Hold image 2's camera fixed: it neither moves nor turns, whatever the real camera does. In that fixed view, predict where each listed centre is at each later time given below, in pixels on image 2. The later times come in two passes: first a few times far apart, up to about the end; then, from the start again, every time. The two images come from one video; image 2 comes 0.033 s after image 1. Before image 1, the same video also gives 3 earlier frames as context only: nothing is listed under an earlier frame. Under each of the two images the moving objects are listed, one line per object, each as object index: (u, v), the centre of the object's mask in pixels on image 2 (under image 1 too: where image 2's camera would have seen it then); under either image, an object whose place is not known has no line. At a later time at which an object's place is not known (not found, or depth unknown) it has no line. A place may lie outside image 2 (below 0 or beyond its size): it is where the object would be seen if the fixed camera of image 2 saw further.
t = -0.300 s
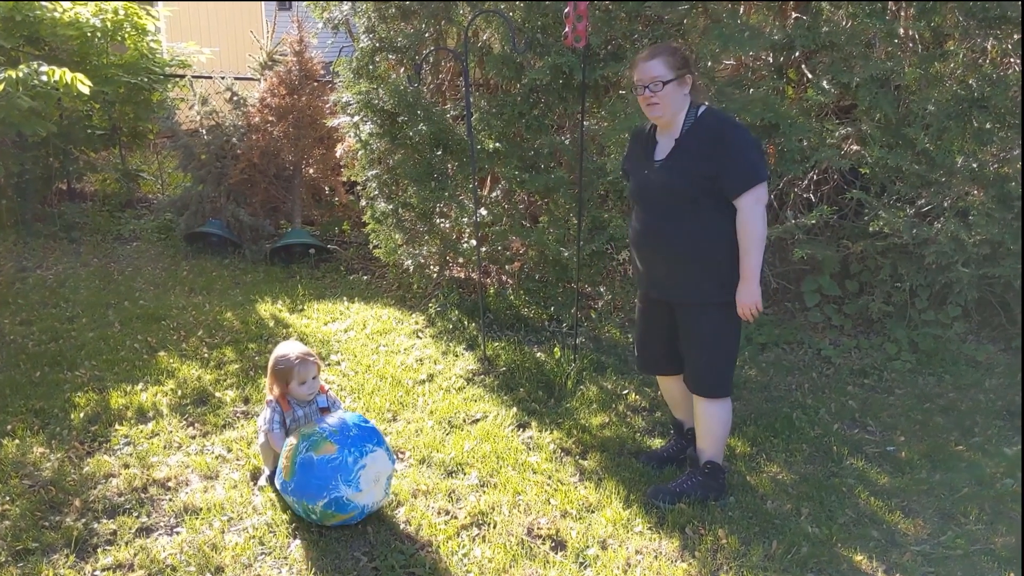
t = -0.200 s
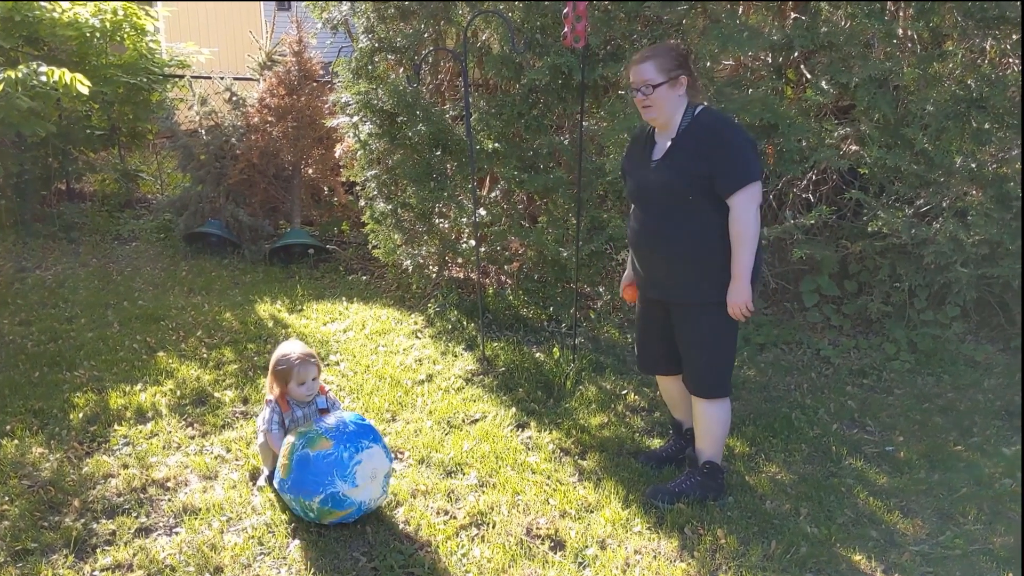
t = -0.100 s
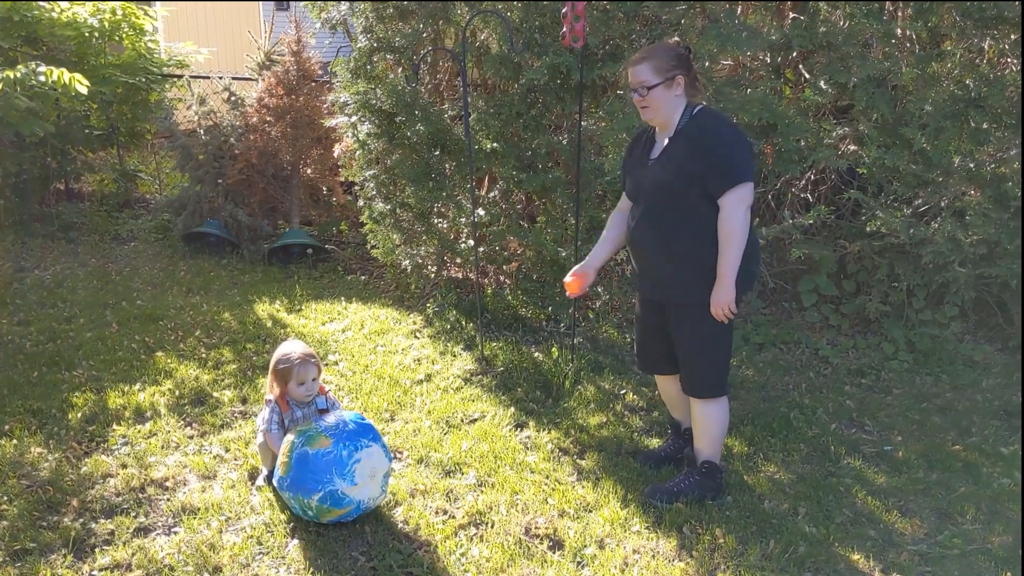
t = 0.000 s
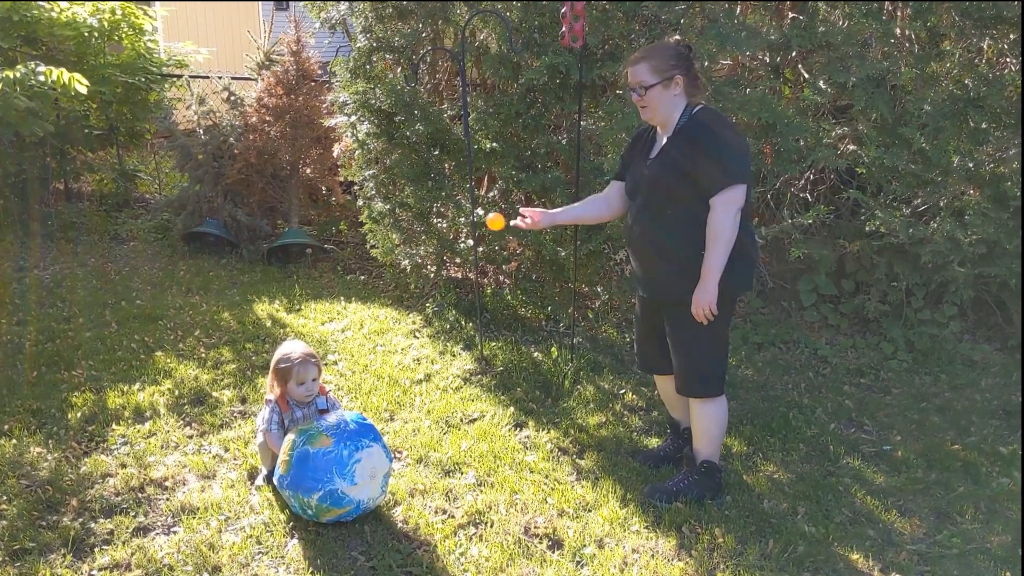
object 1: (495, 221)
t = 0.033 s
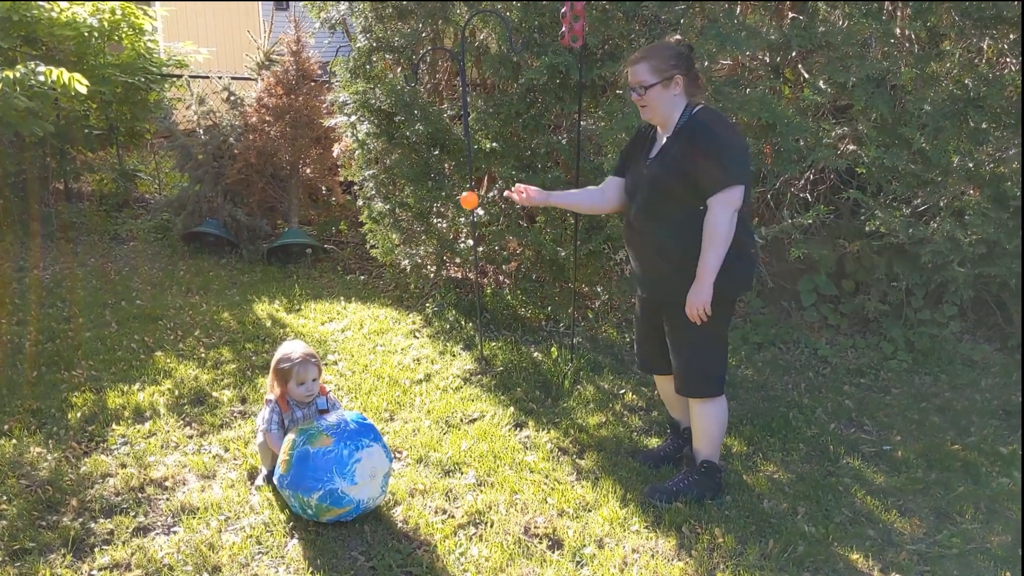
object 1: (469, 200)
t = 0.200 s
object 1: (334, 138)
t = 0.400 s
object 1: (174, 183)
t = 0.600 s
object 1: (36, 361)
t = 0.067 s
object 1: (443, 181)
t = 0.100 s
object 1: (417, 166)
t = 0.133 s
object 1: (390, 153)
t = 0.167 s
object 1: (362, 144)
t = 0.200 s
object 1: (334, 138)
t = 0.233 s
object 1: (307, 136)
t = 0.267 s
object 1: (280, 138)
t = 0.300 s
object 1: (253, 144)
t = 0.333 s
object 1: (225, 154)
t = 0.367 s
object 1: (199, 167)
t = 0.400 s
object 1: (174, 183)
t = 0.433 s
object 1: (148, 204)
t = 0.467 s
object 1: (123, 229)
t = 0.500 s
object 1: (100, 257)
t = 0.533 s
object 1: (78, 289)
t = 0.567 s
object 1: (56, 323)
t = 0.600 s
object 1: (36, 361)
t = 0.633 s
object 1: (17, 401)
